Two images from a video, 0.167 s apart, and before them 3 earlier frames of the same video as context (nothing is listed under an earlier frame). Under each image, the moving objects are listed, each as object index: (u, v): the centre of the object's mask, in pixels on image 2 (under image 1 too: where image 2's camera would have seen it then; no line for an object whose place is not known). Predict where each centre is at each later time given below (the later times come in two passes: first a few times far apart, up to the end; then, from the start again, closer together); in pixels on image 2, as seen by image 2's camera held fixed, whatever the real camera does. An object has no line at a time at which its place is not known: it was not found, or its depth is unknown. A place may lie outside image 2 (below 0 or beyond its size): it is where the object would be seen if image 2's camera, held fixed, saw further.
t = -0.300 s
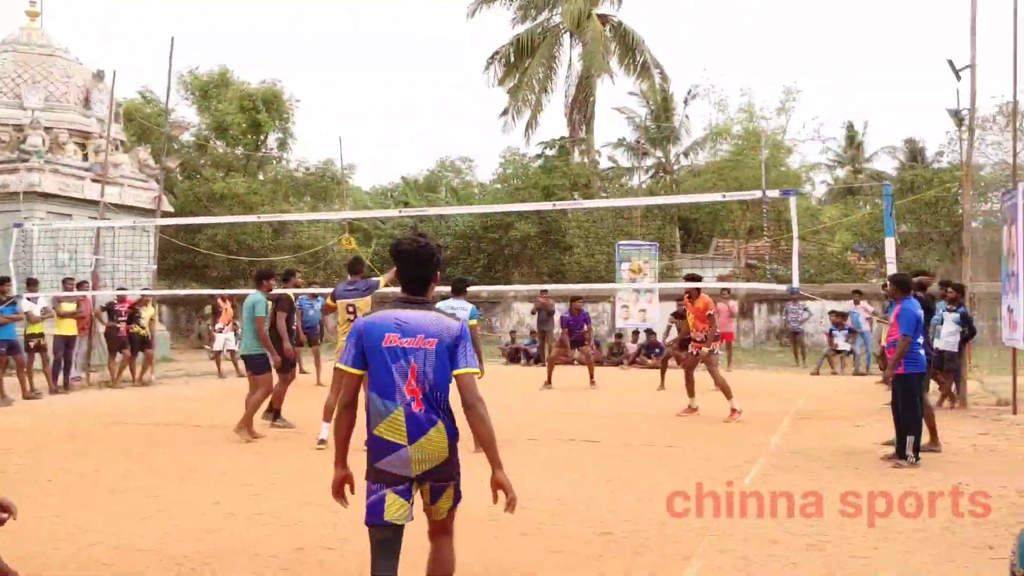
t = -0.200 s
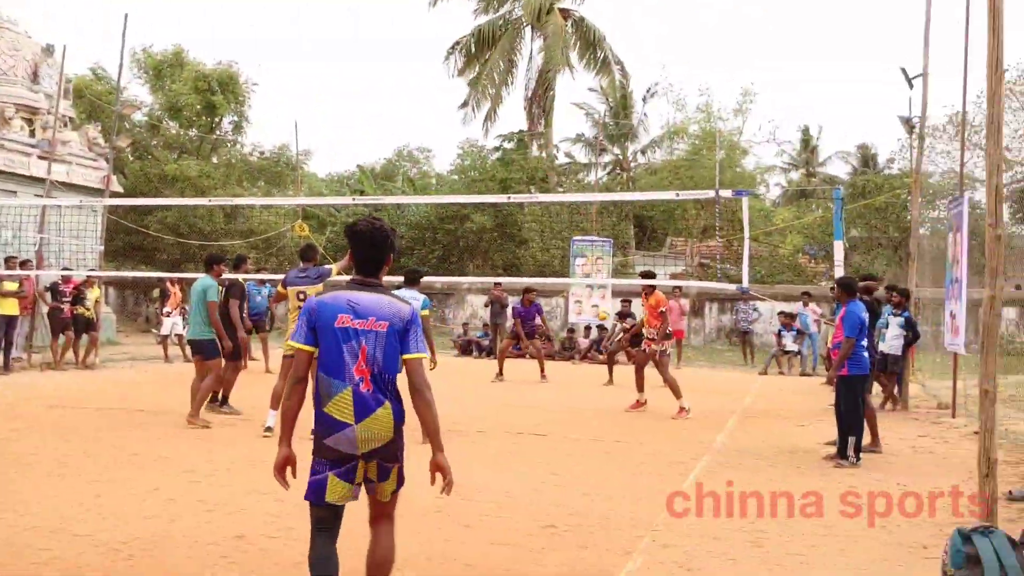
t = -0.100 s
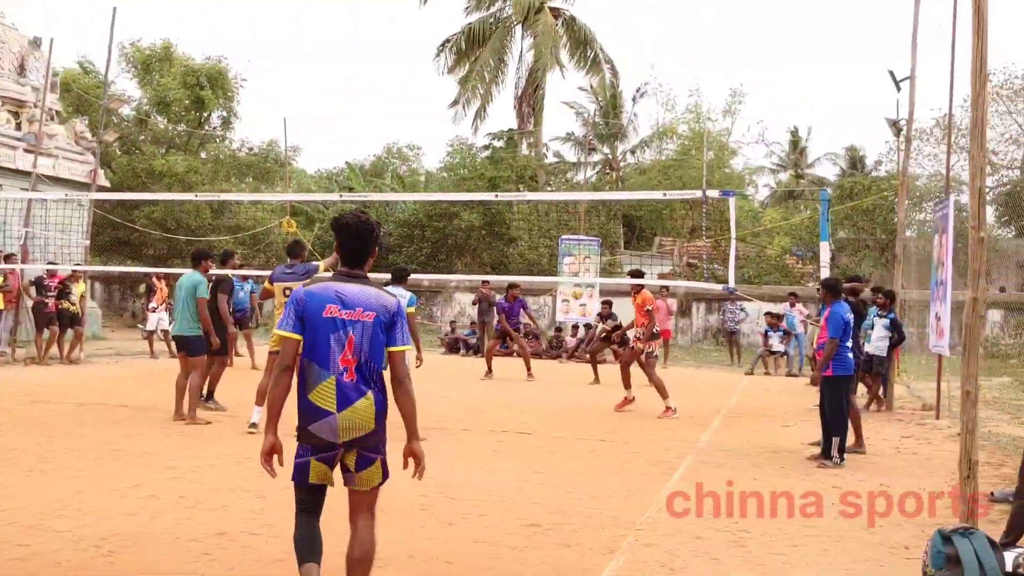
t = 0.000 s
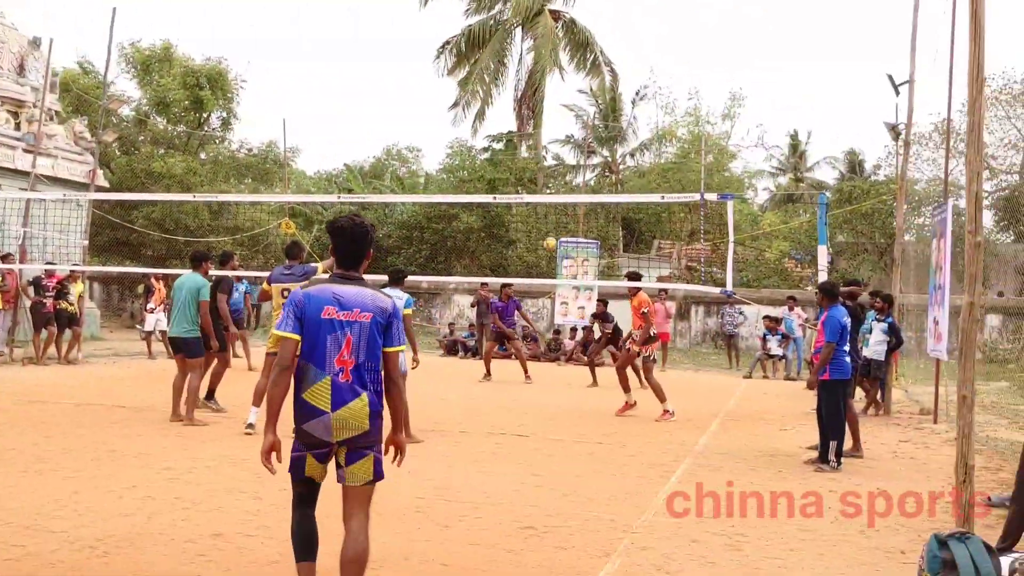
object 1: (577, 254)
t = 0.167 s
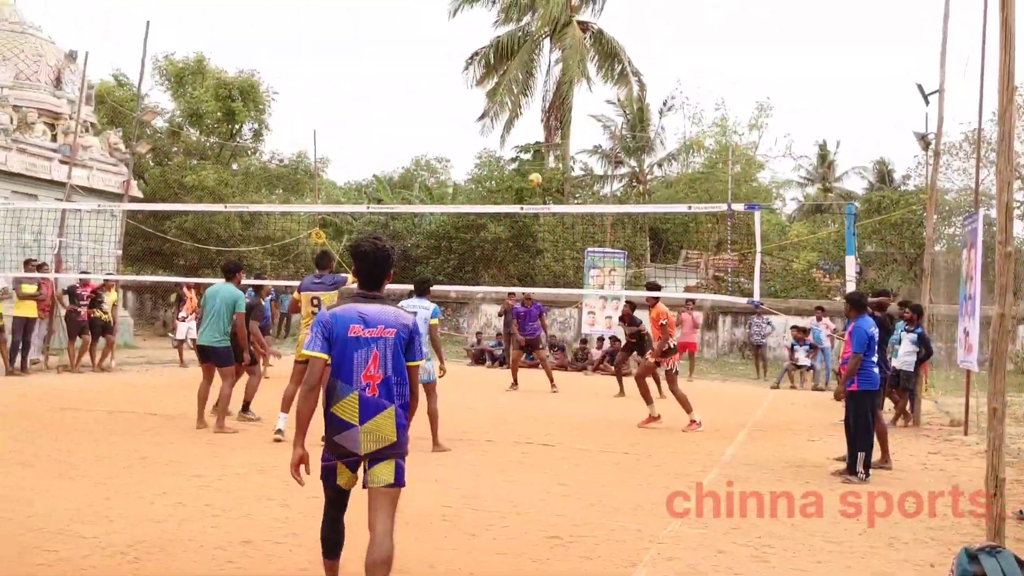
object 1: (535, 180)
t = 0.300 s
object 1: (503, 133)
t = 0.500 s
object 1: (456, 81)
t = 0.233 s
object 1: (518, 155)
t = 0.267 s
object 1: (510, 145)
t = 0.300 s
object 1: (503, 133)
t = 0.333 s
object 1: (495, 123)
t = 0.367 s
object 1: (487, 114)
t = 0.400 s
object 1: (479, 104)
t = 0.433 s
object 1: (471, 96)
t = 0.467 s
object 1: (464, 89)
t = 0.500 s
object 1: (456, 81)
